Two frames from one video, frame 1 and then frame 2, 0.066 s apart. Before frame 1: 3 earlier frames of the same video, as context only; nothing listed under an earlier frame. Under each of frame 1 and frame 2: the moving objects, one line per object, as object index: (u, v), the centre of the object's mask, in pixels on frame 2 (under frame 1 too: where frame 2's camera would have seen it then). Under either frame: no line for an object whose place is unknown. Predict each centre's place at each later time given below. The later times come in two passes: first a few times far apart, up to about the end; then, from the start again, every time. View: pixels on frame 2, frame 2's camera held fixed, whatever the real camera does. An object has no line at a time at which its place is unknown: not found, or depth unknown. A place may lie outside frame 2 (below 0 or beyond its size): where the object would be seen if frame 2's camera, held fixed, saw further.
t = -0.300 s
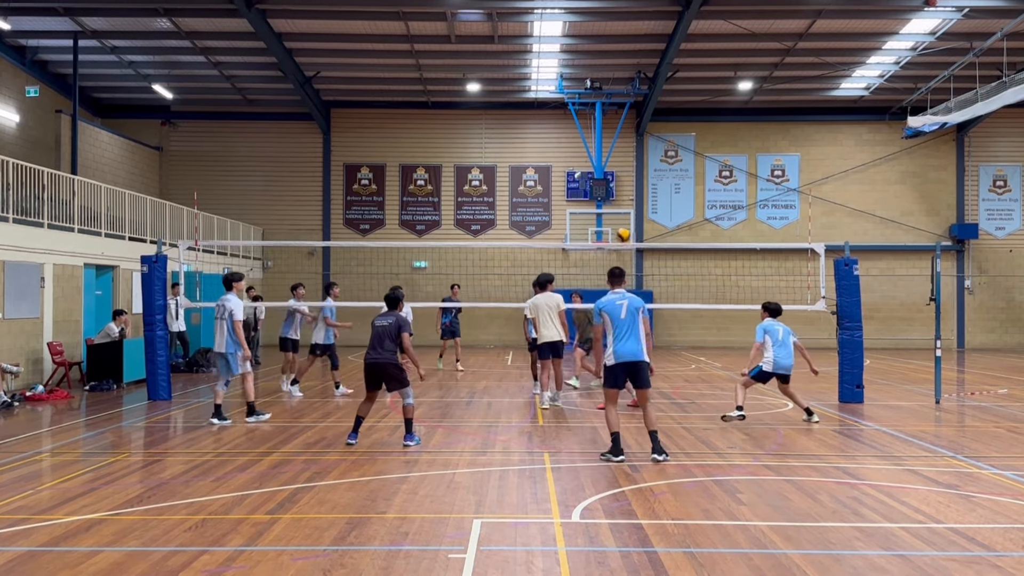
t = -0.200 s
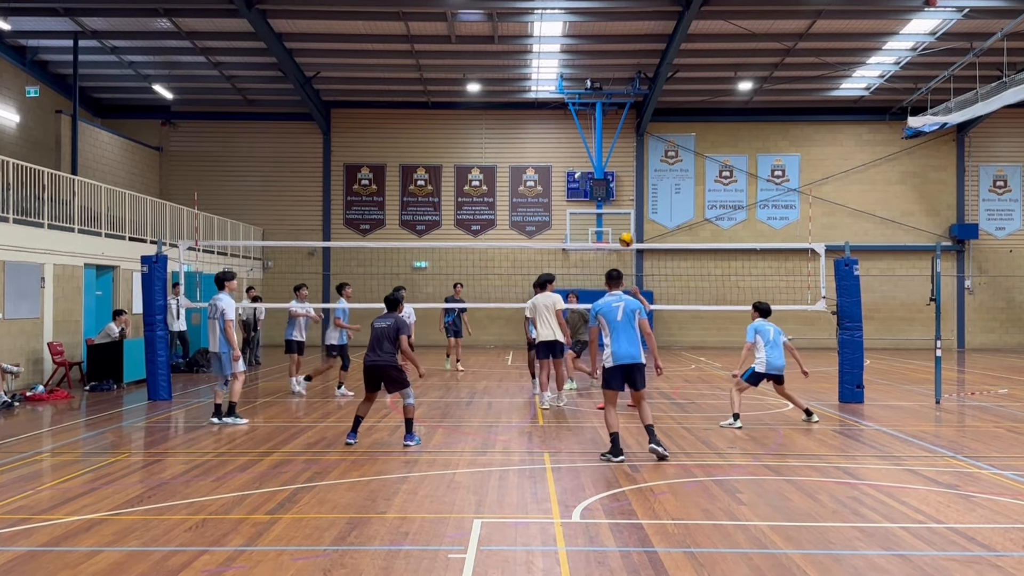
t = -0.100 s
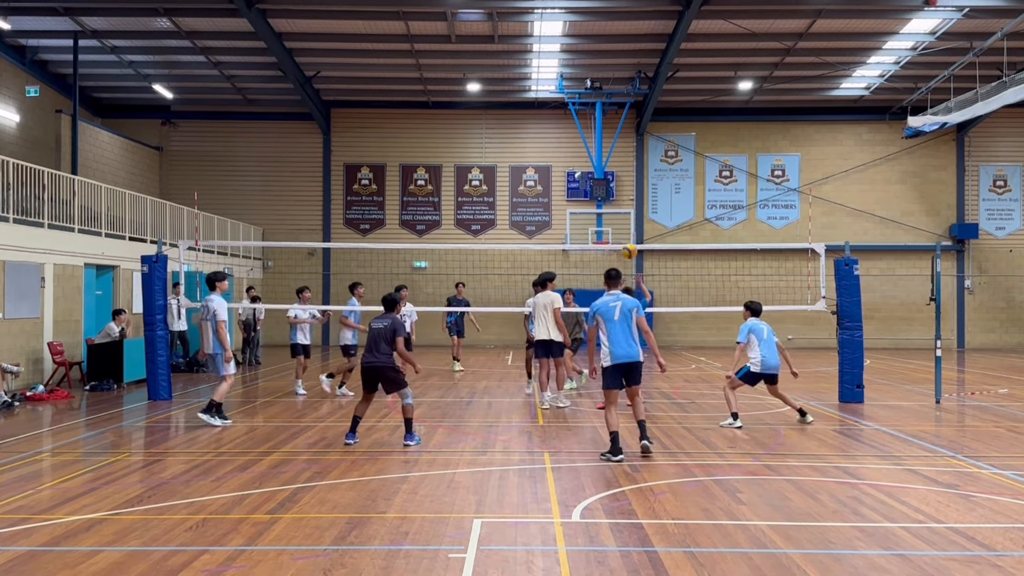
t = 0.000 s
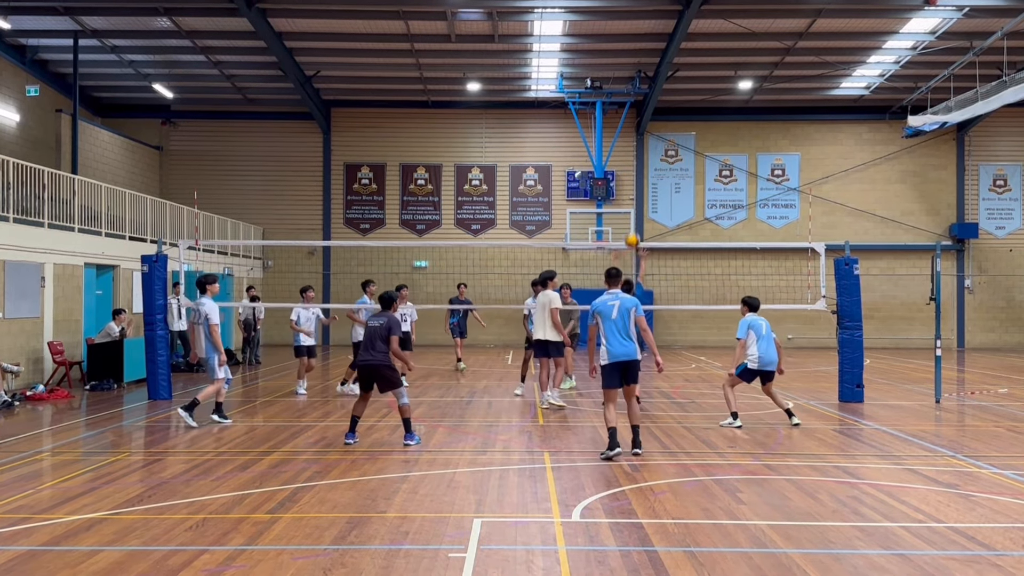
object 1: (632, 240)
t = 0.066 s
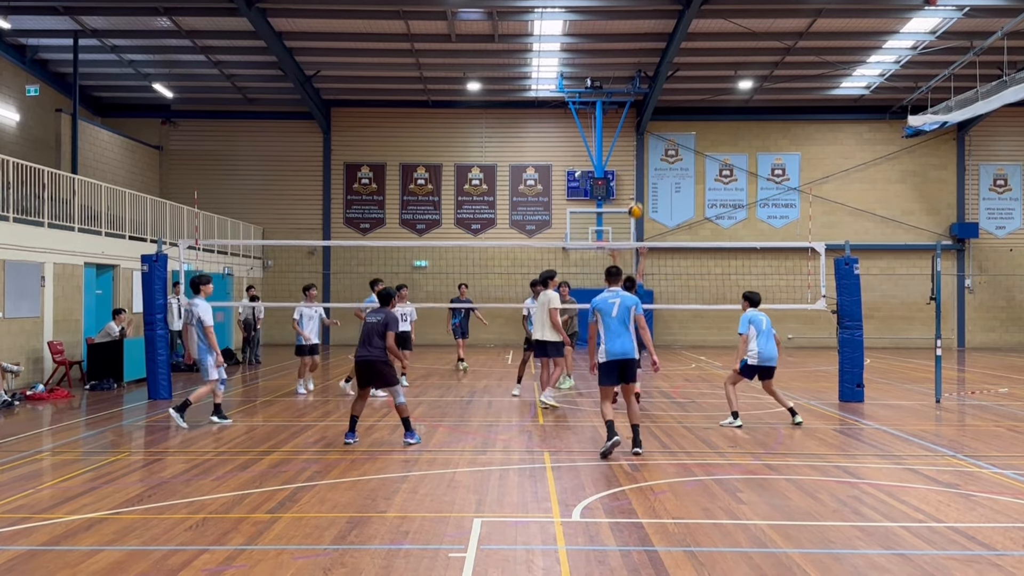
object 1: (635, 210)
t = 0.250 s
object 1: (642, 141)
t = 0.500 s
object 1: (651, 87)
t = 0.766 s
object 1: (661, 80)
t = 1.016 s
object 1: (670, 124)
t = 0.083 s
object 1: (636, 203)
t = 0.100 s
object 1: (637, 196)
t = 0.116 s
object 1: (638, 189)
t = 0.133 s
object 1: (638, 183)
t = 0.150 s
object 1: (639, 176)
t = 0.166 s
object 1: (639, 170)
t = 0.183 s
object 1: (641, 160)
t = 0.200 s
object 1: (641, 155)
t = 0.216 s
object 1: (641, 151)
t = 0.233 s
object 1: (641, 146)
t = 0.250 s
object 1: (642, 141)
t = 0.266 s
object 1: (642, 136)
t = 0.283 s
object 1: (643, 132)
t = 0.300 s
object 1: (644, 127)
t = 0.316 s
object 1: (645, 123)
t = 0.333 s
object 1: (645, 119)
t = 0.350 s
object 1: (646, 115)
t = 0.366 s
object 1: (646, 111)
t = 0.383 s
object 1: (647, 103)
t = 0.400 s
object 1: (648, 100)
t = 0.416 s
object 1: (648, 98)
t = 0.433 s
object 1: (648, 94)
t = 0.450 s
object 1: (649, 93)
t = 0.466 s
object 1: (650, 91)
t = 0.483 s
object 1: (651, 89)
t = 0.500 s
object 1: (651, 87)
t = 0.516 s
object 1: (652, 85)
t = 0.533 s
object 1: (652, 84)
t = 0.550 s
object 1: (653, 82)
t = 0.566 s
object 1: (654, 81)
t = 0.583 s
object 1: (654, 80)
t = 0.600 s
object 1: (655, 79)
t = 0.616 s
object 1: (655, 78)
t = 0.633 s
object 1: (656, 78)
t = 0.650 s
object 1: (657, 77)
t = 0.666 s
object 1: (657, 74)
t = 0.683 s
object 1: (658, 75)
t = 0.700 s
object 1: (658, 76)
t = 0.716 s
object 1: (659, 77)
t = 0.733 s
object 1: (660, 78)
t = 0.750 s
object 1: (660, 79)
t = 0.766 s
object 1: (661, 80)
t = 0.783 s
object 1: (661, 81)
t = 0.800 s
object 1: (662, 83)
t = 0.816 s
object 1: (663, 85)
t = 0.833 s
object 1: (663, 87)
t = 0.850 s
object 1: (664, 86)
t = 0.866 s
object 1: (665, 89)
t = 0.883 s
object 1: (665, 93)
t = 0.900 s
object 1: (666, 96)
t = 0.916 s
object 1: (666, 101)
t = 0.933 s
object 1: (667, 104)
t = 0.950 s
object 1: (667, 108)
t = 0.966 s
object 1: (668, 112)
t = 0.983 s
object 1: (669, 116)
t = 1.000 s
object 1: (670, 120)
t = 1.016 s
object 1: (670, 124)
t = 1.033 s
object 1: (671, 129)
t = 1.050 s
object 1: (671, 134)
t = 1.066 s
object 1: (673, 137)
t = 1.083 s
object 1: (674, 143)
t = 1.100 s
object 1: (673, 149)
